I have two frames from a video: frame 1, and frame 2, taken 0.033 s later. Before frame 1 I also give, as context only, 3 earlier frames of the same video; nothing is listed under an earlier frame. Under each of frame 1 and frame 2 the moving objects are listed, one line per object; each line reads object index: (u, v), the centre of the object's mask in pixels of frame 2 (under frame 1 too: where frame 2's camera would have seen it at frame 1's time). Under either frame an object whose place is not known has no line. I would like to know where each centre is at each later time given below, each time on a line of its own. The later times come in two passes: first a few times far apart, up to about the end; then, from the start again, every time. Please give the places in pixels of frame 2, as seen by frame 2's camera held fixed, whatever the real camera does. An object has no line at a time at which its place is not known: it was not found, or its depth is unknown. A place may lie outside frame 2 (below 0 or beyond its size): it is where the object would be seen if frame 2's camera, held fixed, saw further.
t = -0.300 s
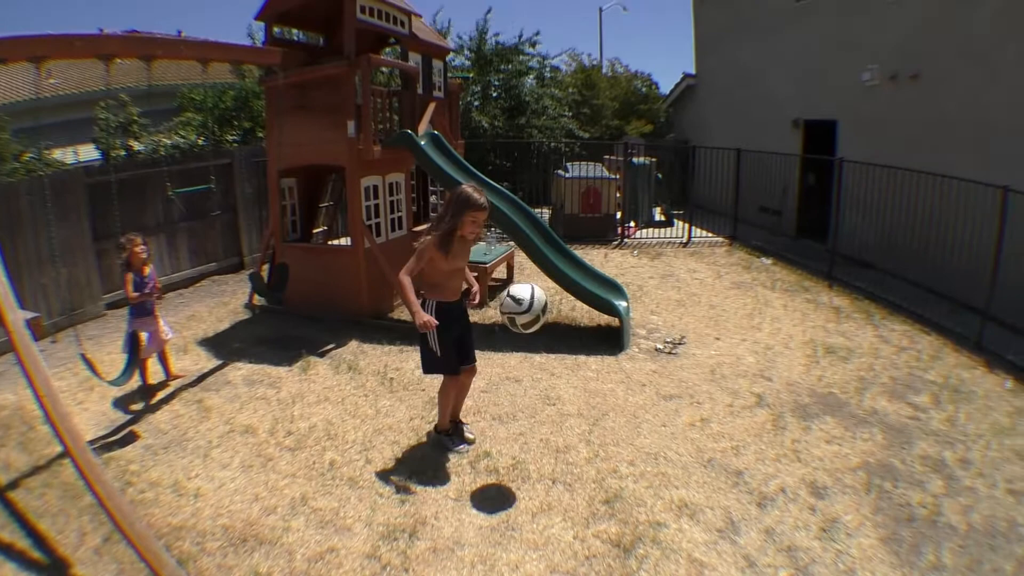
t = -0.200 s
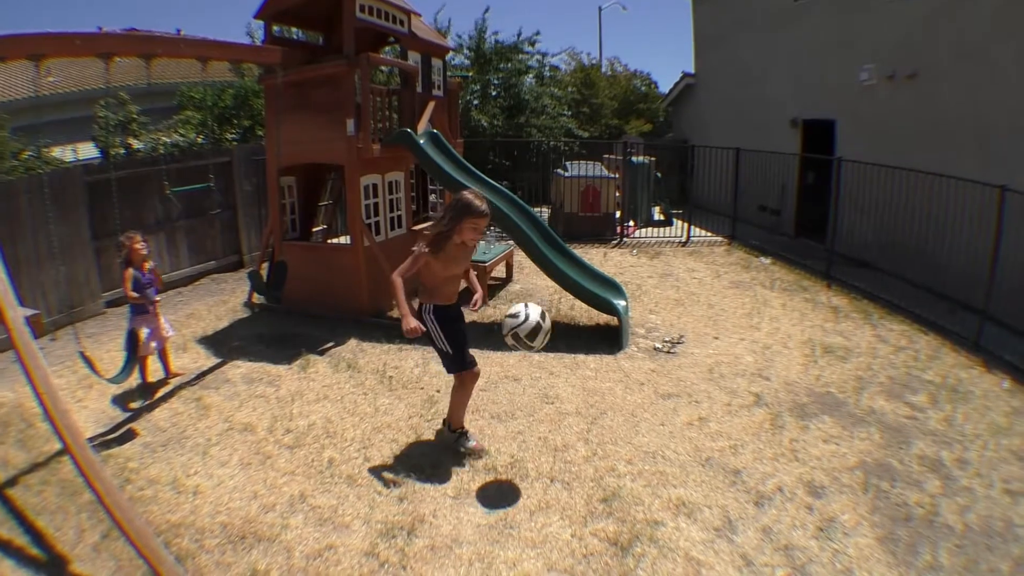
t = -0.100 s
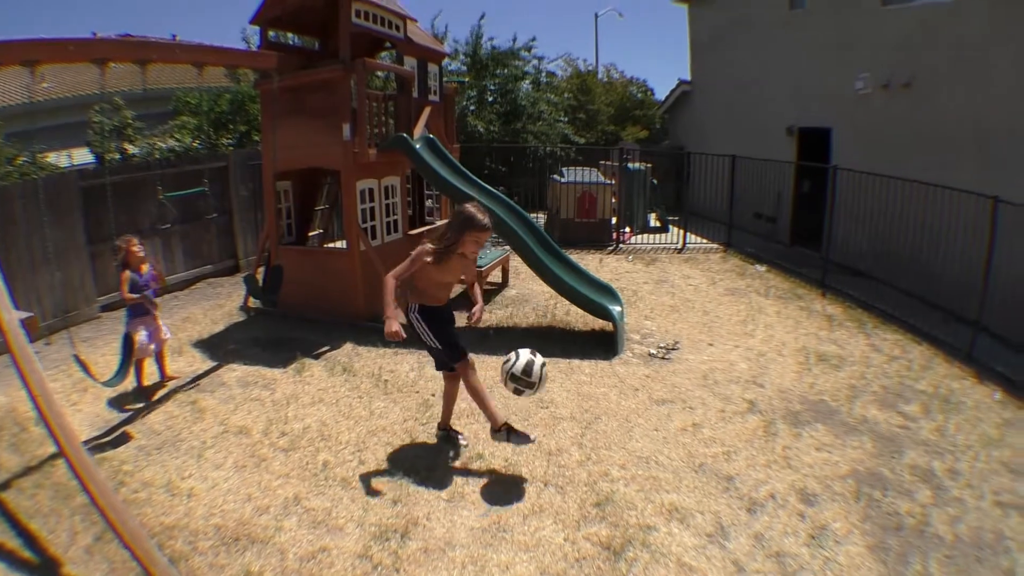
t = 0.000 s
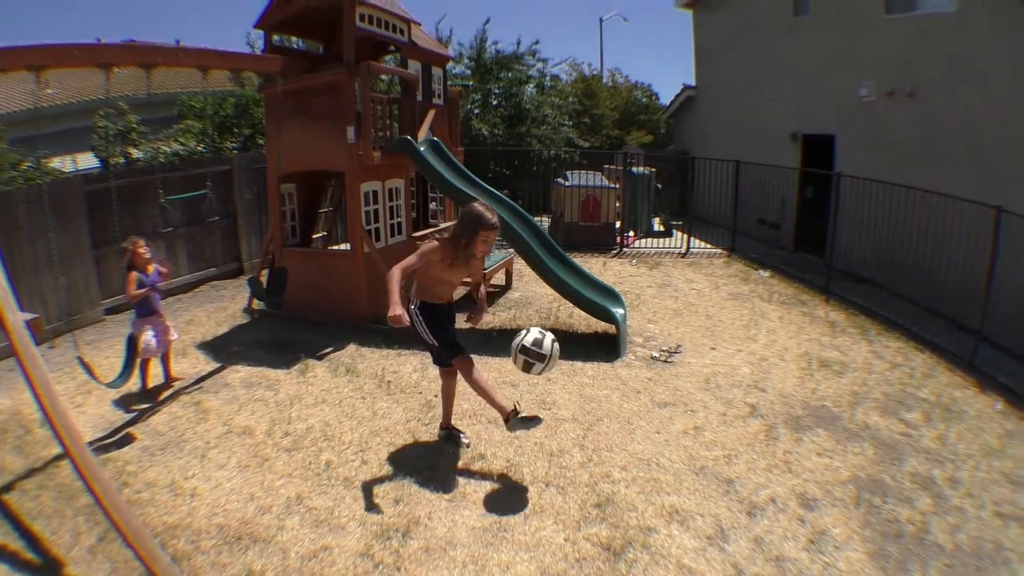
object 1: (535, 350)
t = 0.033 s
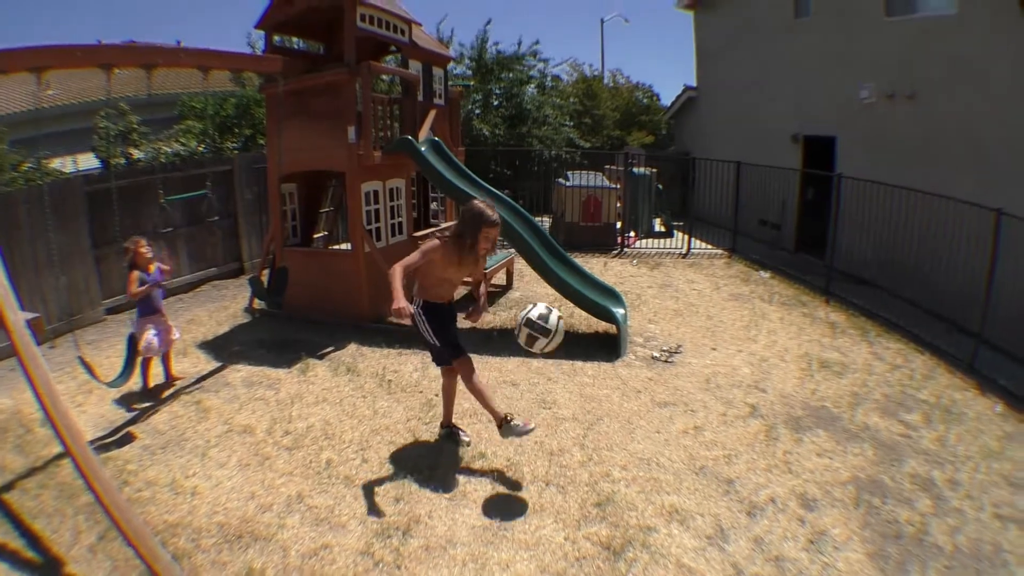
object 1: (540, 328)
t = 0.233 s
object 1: (563, 222)
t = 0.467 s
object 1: (585, 215)
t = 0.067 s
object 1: (544, 305)
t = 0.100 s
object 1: (548, 284)
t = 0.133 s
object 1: (551, 265)
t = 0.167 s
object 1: (555, 249)
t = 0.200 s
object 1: (560, 234)
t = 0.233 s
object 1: (563, 222)
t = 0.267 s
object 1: (567, 212)
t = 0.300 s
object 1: (571, 206)
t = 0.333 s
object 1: (573, 202)
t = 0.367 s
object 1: (576, 201)
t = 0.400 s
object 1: (579, 202)
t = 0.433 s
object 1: (582, 207)
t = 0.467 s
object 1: (585, 215)
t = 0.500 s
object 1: (587, 226)
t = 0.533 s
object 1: (591, 242)
